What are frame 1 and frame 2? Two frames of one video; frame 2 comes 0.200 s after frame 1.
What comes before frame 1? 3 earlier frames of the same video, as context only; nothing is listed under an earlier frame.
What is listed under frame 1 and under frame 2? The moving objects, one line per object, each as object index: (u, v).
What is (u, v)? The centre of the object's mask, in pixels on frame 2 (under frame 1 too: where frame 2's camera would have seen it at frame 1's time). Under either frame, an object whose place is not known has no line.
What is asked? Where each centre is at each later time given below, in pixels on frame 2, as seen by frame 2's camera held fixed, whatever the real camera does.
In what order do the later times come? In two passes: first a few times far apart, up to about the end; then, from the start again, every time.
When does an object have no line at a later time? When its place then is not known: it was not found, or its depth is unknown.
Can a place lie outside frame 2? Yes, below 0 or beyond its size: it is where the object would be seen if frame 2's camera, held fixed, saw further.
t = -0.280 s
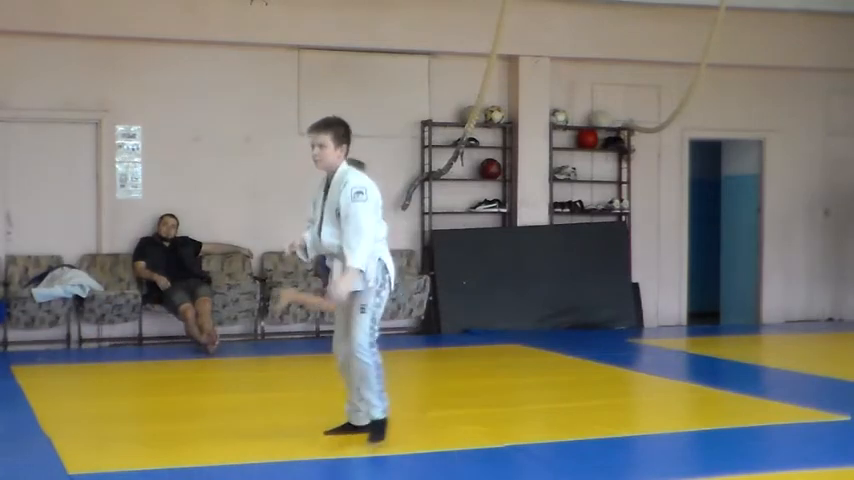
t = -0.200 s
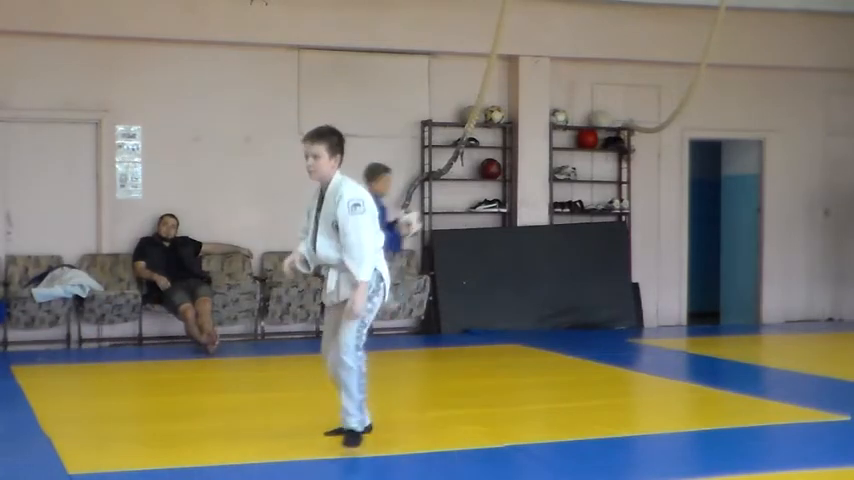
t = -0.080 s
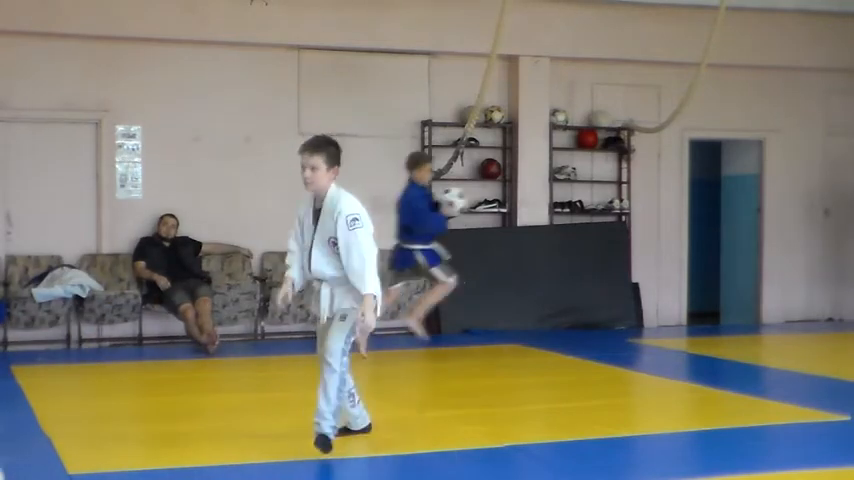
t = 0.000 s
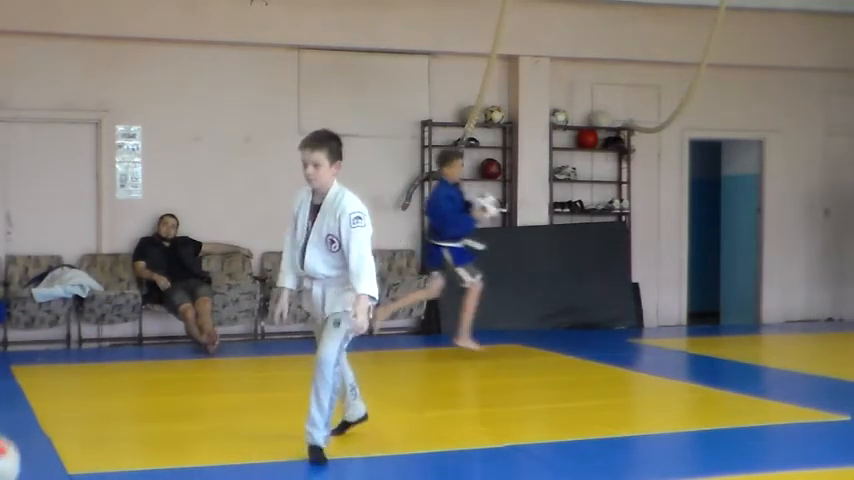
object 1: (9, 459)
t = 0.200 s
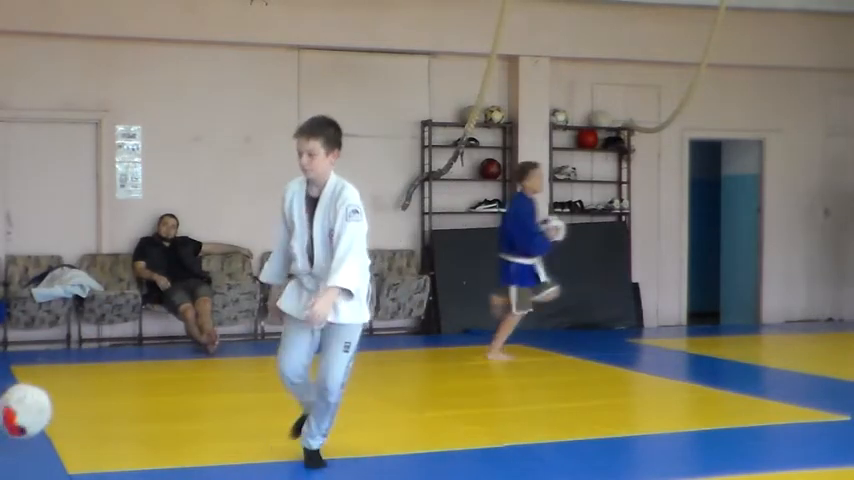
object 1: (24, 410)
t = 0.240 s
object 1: (29, 412)
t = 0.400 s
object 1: (52, 459)
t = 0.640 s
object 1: (85, 446)
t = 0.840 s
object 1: (107, 449)
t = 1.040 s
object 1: (126, 450)
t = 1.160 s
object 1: (137, 448)
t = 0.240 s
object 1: (29, 412)
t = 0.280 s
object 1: (35, 418)
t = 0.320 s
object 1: (41, 429)
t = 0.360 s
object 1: (46, 444)
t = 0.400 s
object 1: (52, 459)
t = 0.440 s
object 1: (57, 463)
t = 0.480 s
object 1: (63, 456)
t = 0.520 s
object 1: (69, 449)
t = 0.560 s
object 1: (75, 444)
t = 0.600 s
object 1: (80, 443)
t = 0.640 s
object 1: (85, 446)
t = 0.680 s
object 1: (90, 452)
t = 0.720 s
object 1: (96, 459)
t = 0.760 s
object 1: (100, 455)
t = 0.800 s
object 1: (103, 451)
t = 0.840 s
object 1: (107, 449)
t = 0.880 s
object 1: (111, 452)
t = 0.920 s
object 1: (115, 454)
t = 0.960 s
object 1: (118, 451)
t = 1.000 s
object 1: (122, 451)
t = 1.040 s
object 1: (126, 450)
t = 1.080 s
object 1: (129, 450)
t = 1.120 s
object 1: (134, 449)
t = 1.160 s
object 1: (137, 448)
